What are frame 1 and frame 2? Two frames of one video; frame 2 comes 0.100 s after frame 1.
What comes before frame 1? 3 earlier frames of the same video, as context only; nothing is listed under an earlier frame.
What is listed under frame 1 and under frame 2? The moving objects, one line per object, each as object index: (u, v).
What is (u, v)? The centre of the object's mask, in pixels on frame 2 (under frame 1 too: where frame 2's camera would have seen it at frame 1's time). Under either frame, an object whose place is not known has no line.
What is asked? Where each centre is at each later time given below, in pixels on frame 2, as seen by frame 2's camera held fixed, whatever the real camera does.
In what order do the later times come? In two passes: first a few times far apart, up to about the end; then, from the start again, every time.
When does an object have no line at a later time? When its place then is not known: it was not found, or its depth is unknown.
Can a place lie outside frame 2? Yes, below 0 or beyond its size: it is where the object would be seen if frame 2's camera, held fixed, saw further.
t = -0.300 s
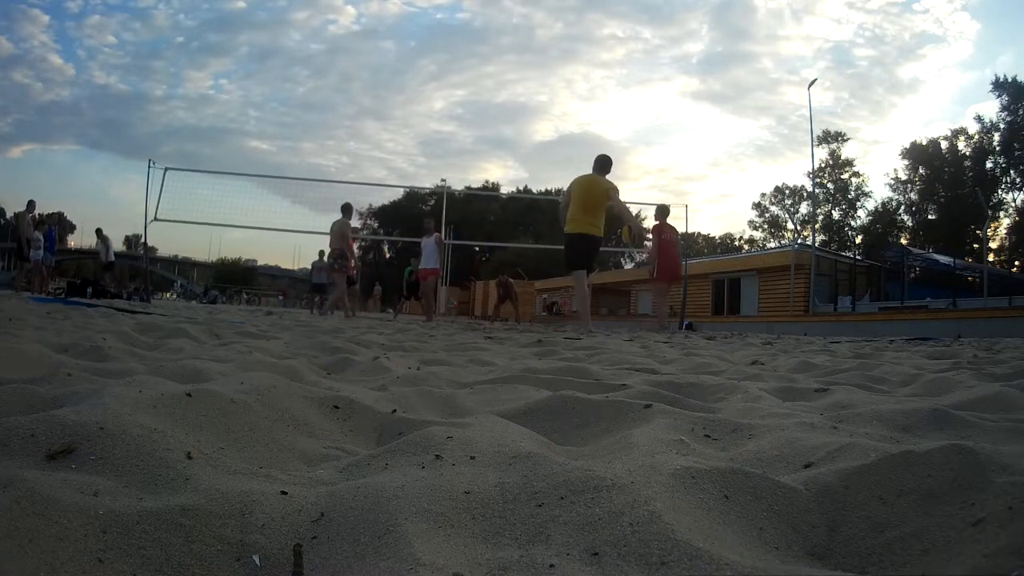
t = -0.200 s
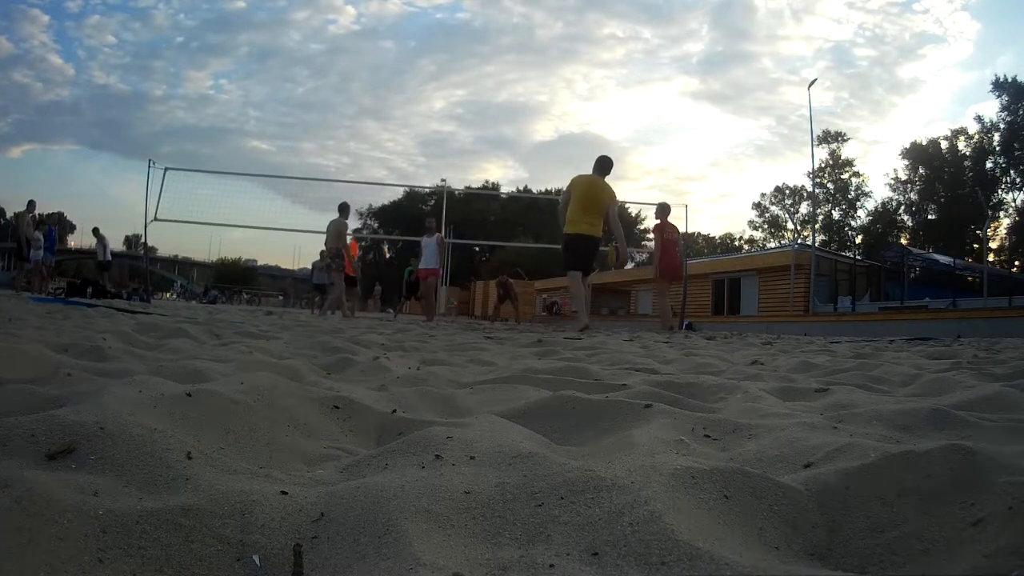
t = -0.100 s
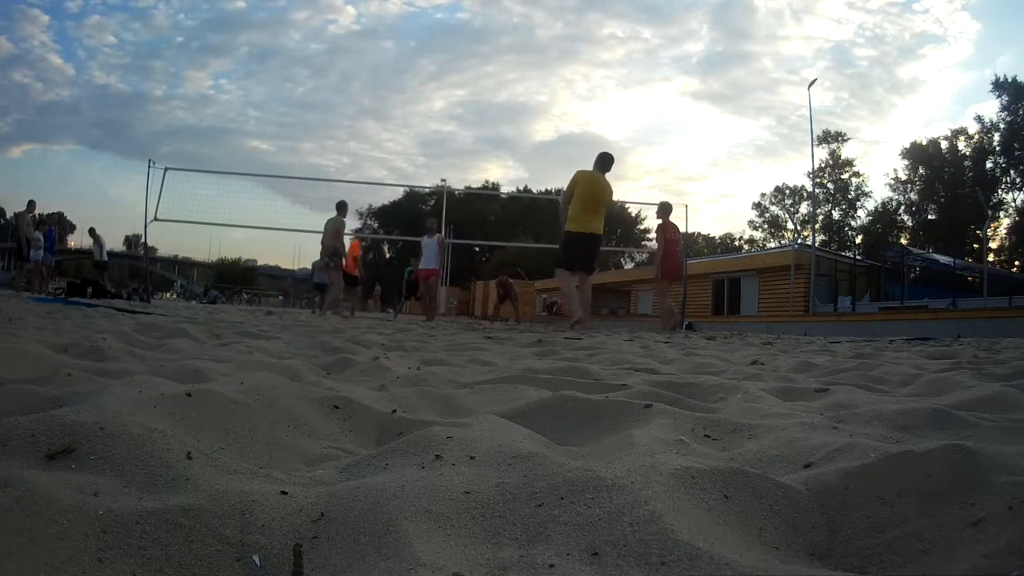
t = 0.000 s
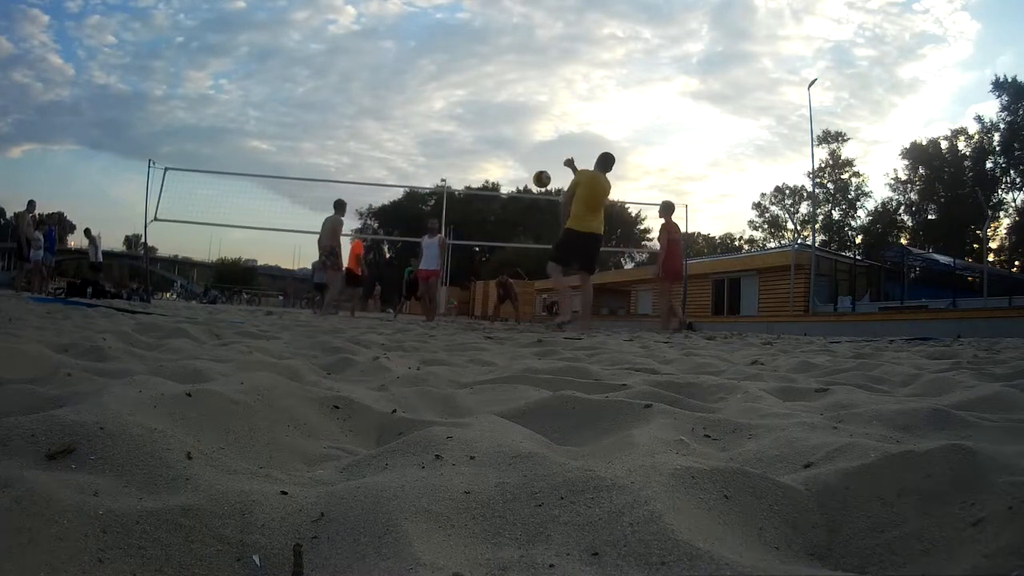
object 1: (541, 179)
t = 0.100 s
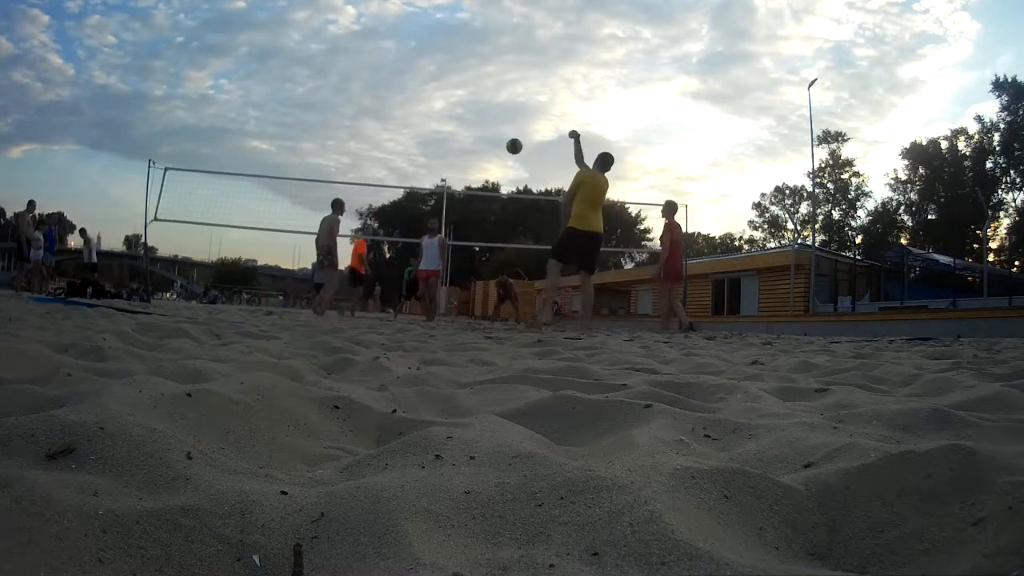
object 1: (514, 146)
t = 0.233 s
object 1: (486, 122)
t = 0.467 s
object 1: (451, 116)
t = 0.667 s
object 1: (431, 133)
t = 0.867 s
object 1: (415, 165)
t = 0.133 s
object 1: (506, 138)
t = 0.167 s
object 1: (499, 132)
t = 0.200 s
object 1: (492, 126)
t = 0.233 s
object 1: (486, 122)
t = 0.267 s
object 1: (480, 119)
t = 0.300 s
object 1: (475, 117)
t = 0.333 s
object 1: (469, 115)
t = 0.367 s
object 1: (464, 114)
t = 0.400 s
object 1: (460, 114)
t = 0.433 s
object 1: (456, 115)
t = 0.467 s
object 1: (451, 116)
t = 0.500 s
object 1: (448, 117)
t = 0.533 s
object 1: (444, 120)
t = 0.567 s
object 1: (440, 122)
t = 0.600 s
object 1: (437, 126)
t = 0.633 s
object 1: (434, 129)
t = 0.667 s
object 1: (431, 133)
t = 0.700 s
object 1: (428, 137)
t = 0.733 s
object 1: (425, 142)
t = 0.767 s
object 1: (423, 147)
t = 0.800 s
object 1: (420, 153)
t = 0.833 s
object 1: (418, 159)
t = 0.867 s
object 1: (415, 165)
